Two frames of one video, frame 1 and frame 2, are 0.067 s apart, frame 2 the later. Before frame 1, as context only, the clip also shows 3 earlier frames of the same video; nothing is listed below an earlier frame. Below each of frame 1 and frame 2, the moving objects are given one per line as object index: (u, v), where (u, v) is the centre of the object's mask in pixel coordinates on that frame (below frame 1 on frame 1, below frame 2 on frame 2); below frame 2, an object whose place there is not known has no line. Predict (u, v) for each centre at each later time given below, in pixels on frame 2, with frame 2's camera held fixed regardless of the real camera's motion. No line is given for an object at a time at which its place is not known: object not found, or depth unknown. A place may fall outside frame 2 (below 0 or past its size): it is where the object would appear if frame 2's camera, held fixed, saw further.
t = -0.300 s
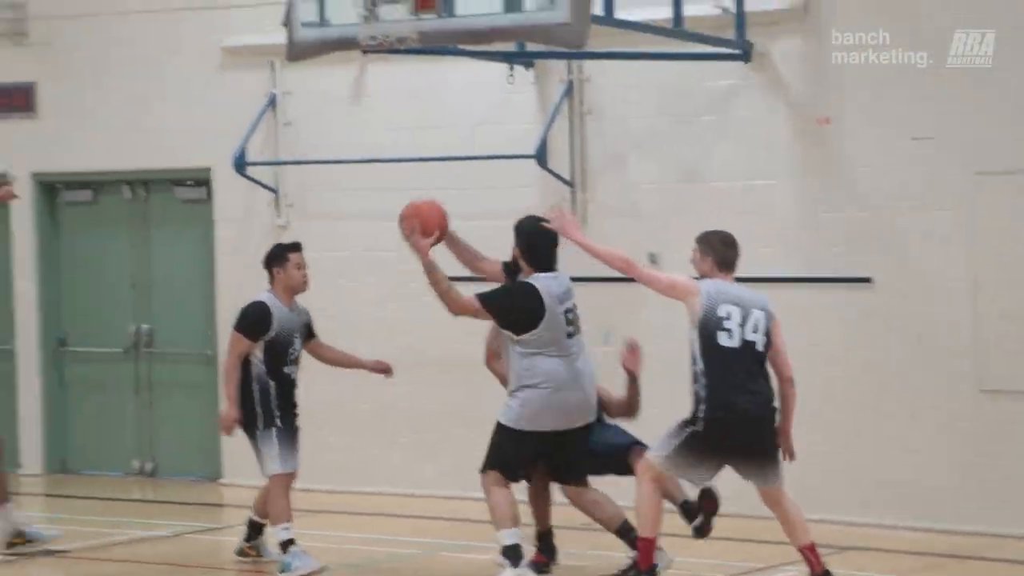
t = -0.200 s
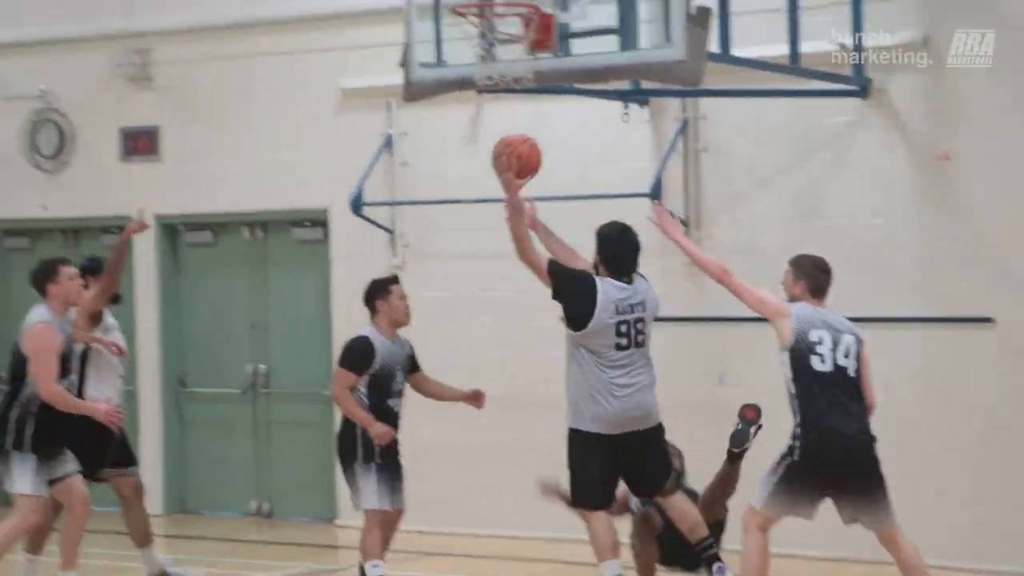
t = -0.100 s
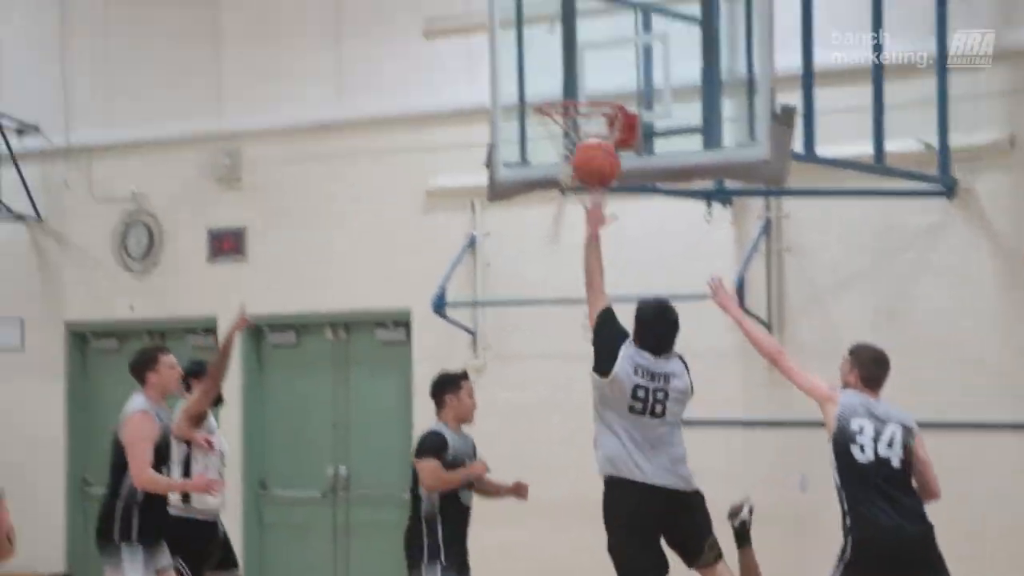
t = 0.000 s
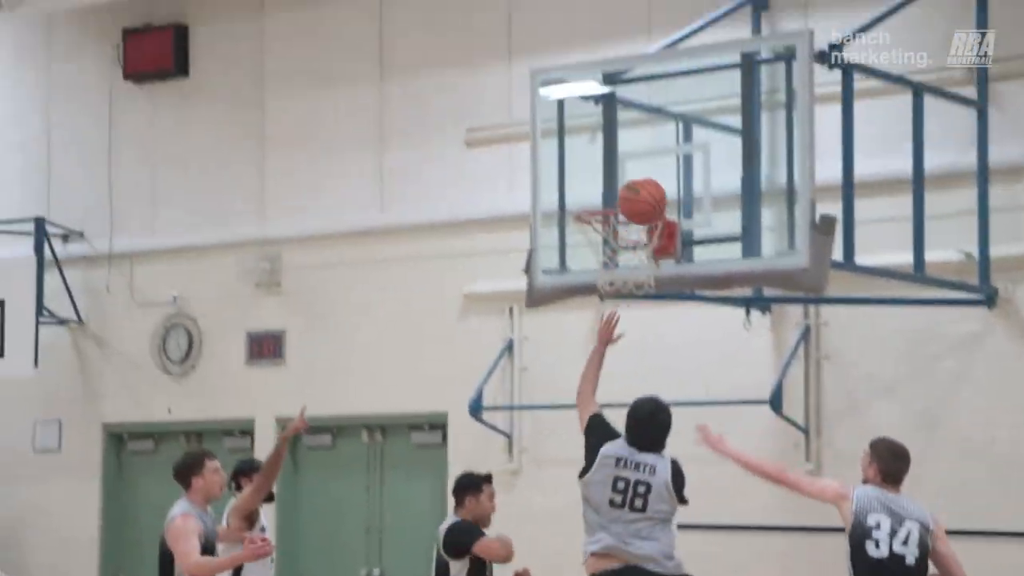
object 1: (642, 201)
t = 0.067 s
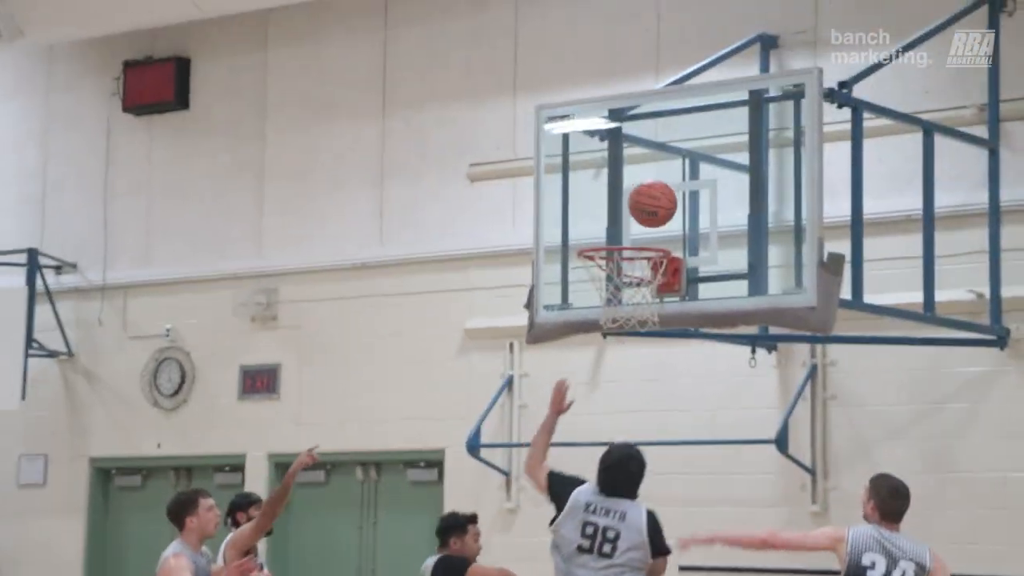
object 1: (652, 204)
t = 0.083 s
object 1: (653, 197)
